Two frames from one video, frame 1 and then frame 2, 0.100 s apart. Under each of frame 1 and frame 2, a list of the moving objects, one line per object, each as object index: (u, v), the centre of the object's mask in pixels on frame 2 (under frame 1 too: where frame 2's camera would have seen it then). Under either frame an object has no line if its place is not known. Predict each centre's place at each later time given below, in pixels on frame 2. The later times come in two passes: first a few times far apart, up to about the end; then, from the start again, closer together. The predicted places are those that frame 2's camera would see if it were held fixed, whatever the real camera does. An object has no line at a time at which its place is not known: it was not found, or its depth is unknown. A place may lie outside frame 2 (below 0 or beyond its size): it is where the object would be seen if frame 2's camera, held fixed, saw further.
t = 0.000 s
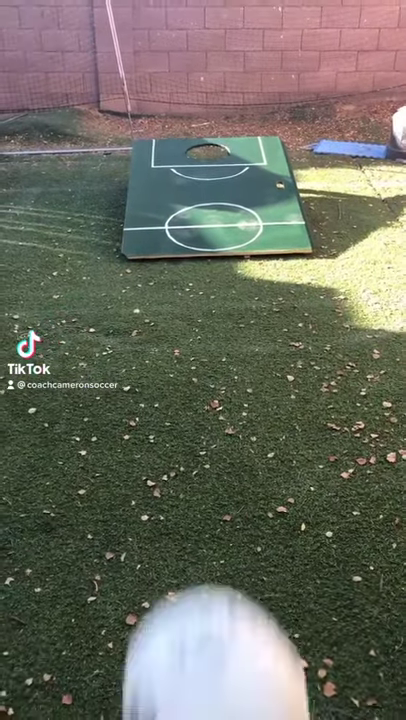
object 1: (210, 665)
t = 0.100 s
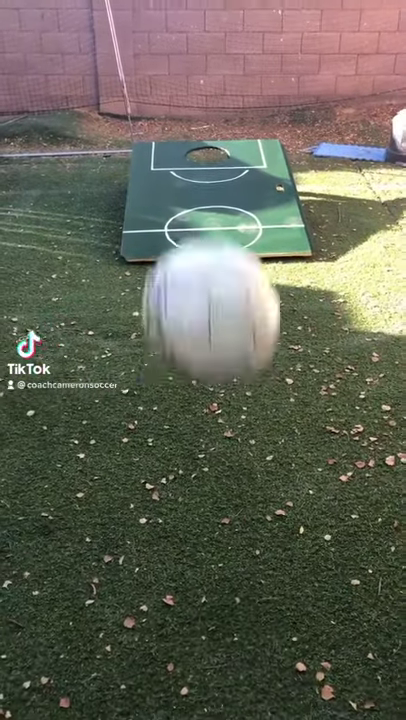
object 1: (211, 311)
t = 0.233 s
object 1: (211, 90)
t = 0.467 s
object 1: (211, 52)
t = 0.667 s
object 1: (208, 127)
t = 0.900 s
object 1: (207, 148)
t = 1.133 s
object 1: (203, 107)
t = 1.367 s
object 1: (201, 148)
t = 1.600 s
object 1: (207, 158)
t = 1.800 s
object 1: (210, 159)
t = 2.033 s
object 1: (212, 161)
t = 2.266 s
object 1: (212, 161)
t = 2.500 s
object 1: (211, 161)
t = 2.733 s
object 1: (211, 161)
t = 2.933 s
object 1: (211, 161)
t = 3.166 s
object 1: (211, 161)
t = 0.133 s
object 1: (209, 227)
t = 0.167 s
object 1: (210, 168)
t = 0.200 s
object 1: (211, 124)
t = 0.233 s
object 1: (211, 90)
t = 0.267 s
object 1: (210, 68)
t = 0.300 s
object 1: (210, 53)
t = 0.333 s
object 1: (210, 44)
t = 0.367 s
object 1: (210, 41)
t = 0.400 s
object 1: (210, 42)
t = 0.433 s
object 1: (210, 46)
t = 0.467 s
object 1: (211, 52)
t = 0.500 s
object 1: (210, 62)
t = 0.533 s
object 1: (210, 73)
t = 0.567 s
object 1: (209, 84)
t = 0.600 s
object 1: (209, 98)
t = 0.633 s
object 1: (208, 113)
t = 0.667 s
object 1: (208, 127)
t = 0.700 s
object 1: (208, 143)
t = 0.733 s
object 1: (208, 159)
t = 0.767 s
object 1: (208, 176)
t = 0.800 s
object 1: (208, 191)
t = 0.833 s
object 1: (208, 178)
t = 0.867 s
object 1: (207, 162)
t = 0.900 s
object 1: (207, 148)
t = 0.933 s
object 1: (207, 138)
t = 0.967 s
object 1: (206, 127)
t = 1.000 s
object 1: (205, 120)
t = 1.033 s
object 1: (205, 115)
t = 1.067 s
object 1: (204, 109)
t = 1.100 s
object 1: (204, 107)
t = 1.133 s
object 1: (203, 107)
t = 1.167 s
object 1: (203, 108)
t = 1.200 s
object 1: (203, 111)
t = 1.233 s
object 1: (202, 116)
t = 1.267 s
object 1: (202, 122)
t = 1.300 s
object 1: (202, 129)
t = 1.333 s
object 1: (202, 137)
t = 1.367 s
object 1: (201, 148)
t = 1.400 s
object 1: (202, 155)
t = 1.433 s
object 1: (204, 160)
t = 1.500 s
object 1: (207, 161)
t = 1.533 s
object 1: (207, 158)
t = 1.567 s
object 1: (207, 158)
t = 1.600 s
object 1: (207, 158)
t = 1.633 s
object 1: (209, 159)
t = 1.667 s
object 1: (211, 162)
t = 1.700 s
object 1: (210, 161)
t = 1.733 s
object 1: (210, 160)
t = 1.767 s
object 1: (210, 160)
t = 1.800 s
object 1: (210, 159)
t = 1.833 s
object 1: (211, 160)
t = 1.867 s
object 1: (212, 161)
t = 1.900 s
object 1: (212, 161)
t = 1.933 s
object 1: (212, 160)
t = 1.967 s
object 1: (212, 161)
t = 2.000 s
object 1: (213, 161)
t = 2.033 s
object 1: (212, 161)
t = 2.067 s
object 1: (213, 161)
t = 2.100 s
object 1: (213, 161)
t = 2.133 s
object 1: (213, 161)
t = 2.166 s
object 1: (213, 161)
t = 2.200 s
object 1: (213, 161)
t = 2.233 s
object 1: (213, 161)
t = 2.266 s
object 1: (212, 161)
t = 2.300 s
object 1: (213, 161)
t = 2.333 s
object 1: (212, 161)
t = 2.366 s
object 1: (212, 161)
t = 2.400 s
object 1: (212, 161)
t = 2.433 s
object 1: (212, 161)
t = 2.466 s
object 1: (211, 161)
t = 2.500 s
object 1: (211, 161)
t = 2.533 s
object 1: (211, 161)
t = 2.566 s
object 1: (211, 161)
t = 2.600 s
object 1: (211, 161)
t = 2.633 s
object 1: (211, 161)
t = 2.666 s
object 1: (211, 161)
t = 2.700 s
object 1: (211, 161)
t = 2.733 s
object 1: (211, 161)
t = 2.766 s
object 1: (211, 161)
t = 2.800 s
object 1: (211, 161)
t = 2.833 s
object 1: (211, 161)
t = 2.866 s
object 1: (211, 161)
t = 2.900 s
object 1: (211, 161)
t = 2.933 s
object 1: (211, 161)
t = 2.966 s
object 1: (211, 161)
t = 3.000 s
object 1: (211, 161)
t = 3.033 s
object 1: (211, 161)
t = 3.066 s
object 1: (211, 161)
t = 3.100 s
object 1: (211, 160)
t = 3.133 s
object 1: (211, 160)
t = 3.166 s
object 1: (211, 161)
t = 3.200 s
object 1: (211, 160)
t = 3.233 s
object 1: (211, 160)
